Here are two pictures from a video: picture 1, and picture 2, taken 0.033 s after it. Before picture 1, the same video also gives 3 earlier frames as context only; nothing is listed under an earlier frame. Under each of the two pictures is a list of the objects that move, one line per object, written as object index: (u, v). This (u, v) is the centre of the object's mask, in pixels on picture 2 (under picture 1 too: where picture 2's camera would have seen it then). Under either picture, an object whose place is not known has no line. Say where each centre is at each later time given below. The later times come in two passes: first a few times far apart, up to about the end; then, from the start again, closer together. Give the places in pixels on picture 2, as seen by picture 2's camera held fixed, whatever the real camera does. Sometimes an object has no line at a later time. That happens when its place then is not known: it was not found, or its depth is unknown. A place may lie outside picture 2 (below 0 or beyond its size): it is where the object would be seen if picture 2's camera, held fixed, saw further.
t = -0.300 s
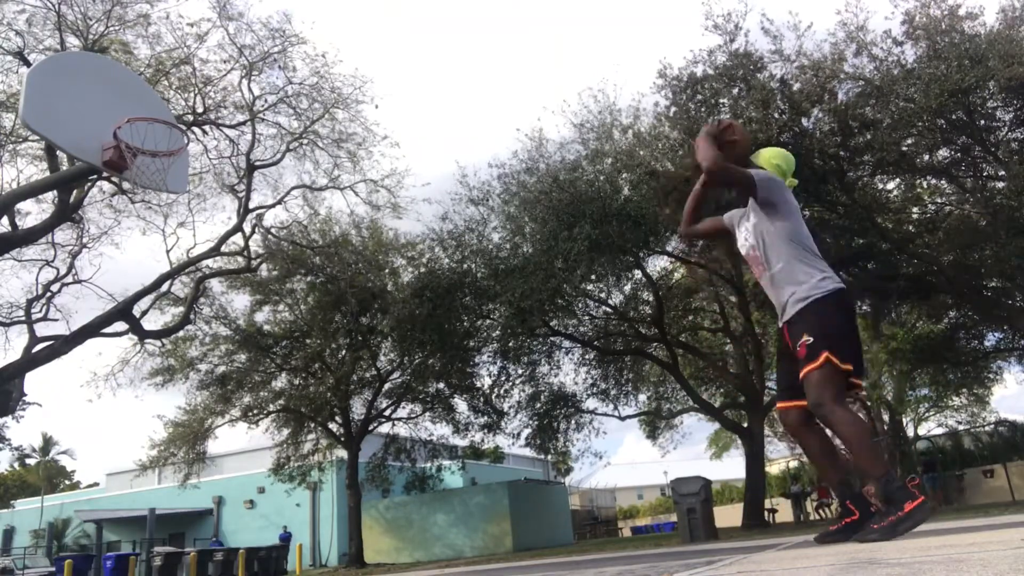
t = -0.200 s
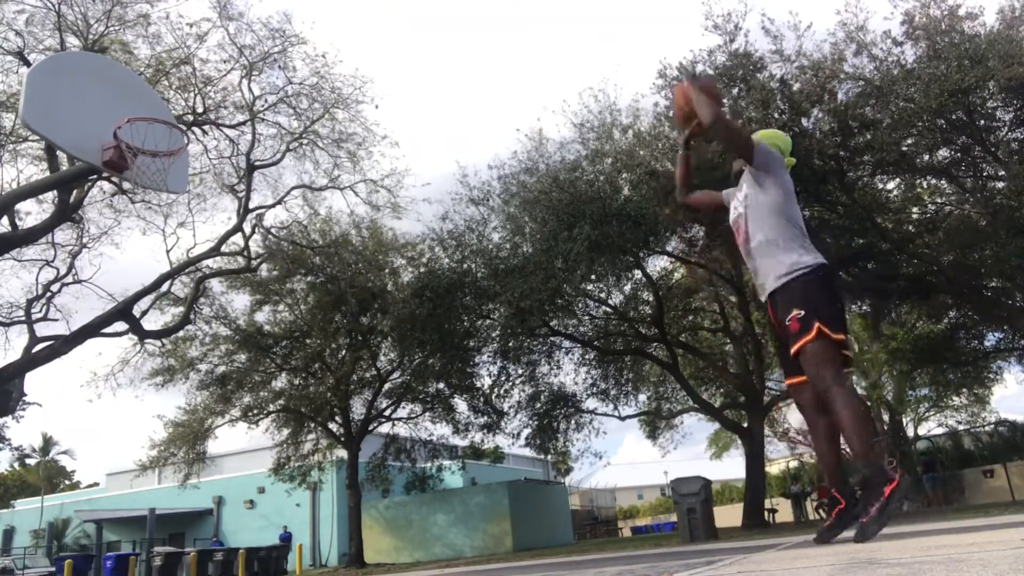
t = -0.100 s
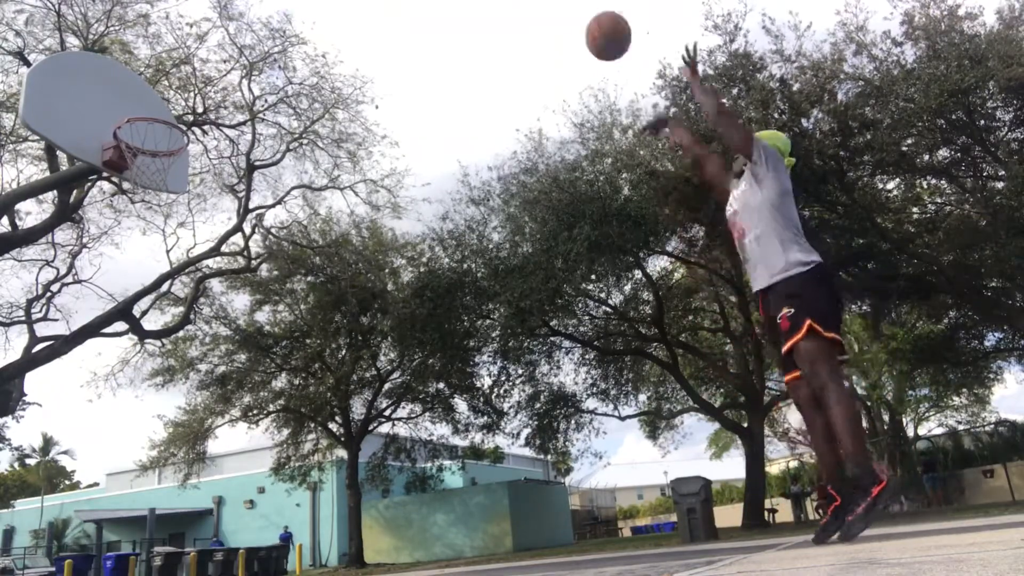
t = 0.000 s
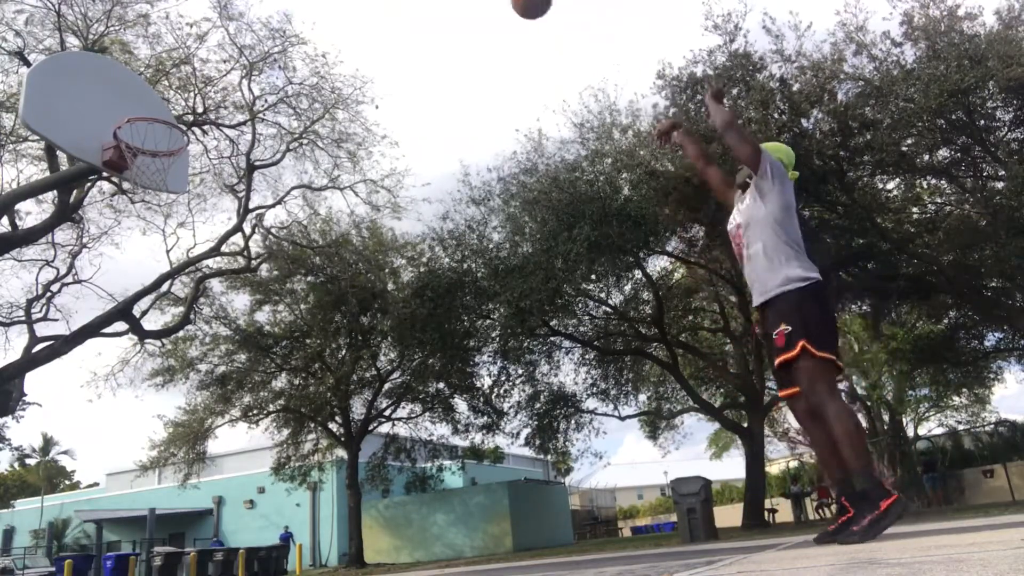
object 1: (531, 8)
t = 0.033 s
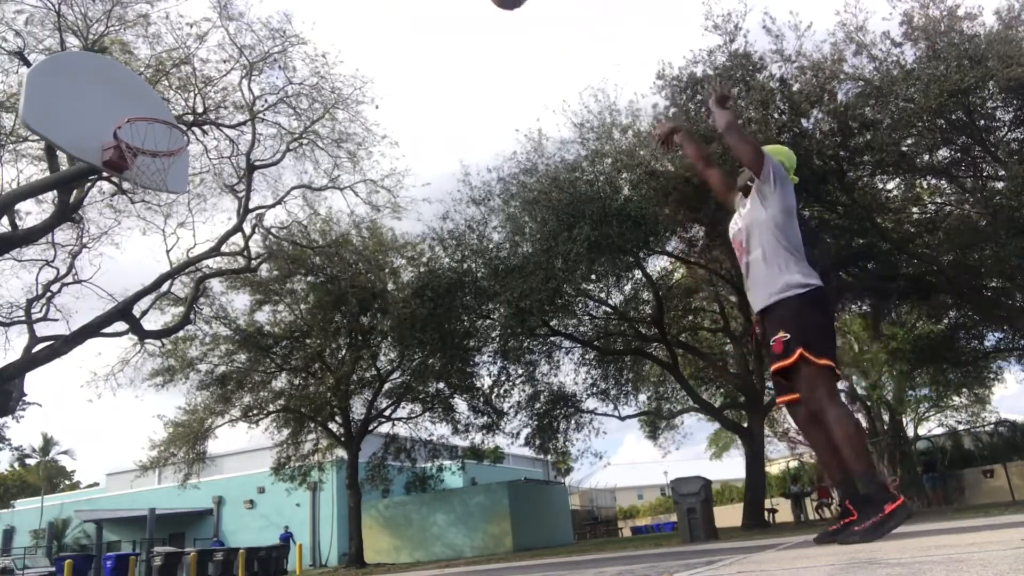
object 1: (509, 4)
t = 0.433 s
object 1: (297, 11)
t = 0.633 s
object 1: (215, 79)
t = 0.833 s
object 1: (157, 123)
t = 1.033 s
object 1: (159, 131)
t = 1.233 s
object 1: (154, 139)
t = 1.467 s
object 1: (125, 179)
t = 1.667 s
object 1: (108, 252)
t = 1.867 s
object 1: (87, 378)
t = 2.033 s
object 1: (65, 529)
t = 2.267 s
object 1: (88, 463)
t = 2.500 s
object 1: (117, 385)
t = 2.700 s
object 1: (136, 382)
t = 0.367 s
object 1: (328, 4)
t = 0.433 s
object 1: (297, 11)
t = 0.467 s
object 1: (282, 16)
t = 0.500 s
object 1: (268, 26)
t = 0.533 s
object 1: (255, 38)
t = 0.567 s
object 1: (241, 51)
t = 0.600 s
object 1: (228, 64)
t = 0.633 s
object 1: (215, 79)
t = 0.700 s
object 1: (189, 114)
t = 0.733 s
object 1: (180, 120)
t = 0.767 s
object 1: (172, 119)
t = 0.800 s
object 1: (164, 121)
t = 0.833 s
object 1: (157, 123)
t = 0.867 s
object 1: (149, 127)
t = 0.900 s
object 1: (140, 133)
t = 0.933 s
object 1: (138, 134)
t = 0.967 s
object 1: (146, 133)
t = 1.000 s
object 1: (152, 131)
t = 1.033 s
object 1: (159, 131)
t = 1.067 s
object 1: (165, 134)
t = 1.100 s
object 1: (171, 136)
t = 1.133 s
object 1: (166, 135)
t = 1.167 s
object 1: (162, 136)
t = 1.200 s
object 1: (159, 137)
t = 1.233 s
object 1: (154, 139)
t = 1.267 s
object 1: (149, 144)
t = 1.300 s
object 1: (144, 148)
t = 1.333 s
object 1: (139, 154)
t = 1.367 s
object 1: (132, 159)
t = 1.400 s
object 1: (129, 165)
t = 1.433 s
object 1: (126, 168)
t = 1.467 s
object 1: (125, 179)
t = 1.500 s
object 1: (122, 187)
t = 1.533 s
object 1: (120, 196)
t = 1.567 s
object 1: (117, 208)
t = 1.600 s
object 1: (114, 221)
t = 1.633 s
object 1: (111, 235)
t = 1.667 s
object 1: (108, 252)
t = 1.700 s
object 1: (105, 269)
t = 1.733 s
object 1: (101, 287)
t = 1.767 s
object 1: (99, 308)
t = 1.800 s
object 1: (94, 329)
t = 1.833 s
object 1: (90, 353)
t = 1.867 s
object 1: (87, 378)
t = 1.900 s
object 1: (83, 404)
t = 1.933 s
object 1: (79, 433)
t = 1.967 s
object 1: (73, 464)
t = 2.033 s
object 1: (65, 529)
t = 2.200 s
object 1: (77, 504)
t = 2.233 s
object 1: (83, 483)
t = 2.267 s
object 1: (88, 463)
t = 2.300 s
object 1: (93, 446)
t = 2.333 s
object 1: (97, 431)
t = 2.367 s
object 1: (102, 418)
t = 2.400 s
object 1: (106, 407)
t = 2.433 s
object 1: (110, 398)
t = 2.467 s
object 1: (114, 391)
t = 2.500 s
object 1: (117, 385)
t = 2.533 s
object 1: (121, 381)
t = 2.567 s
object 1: (124, 378)
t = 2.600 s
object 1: (127, 377)
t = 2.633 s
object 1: (130, 377)
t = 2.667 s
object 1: (133, 379)
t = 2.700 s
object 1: (136, 382)
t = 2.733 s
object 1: (138, 386)
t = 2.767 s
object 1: (141, 391)
